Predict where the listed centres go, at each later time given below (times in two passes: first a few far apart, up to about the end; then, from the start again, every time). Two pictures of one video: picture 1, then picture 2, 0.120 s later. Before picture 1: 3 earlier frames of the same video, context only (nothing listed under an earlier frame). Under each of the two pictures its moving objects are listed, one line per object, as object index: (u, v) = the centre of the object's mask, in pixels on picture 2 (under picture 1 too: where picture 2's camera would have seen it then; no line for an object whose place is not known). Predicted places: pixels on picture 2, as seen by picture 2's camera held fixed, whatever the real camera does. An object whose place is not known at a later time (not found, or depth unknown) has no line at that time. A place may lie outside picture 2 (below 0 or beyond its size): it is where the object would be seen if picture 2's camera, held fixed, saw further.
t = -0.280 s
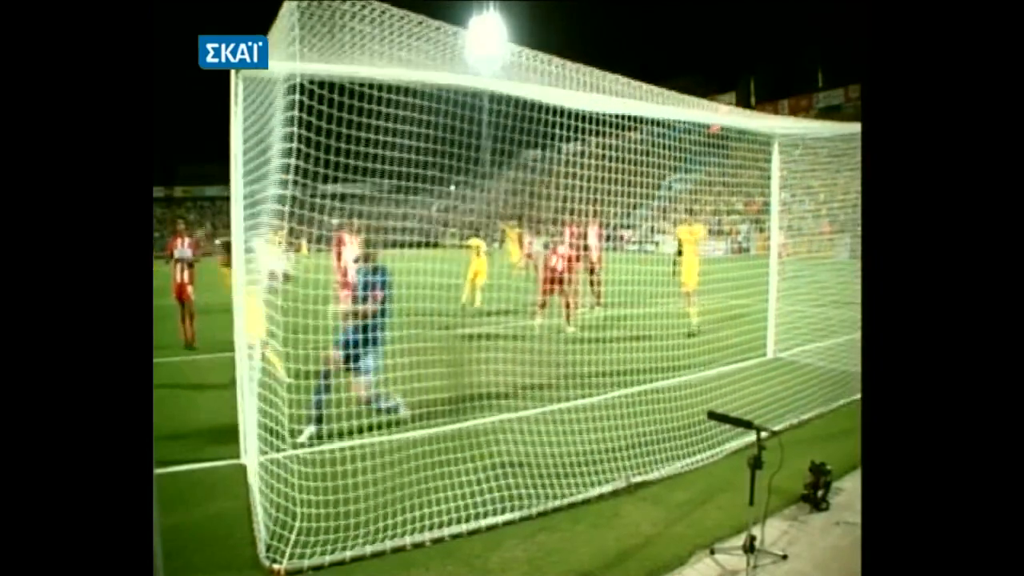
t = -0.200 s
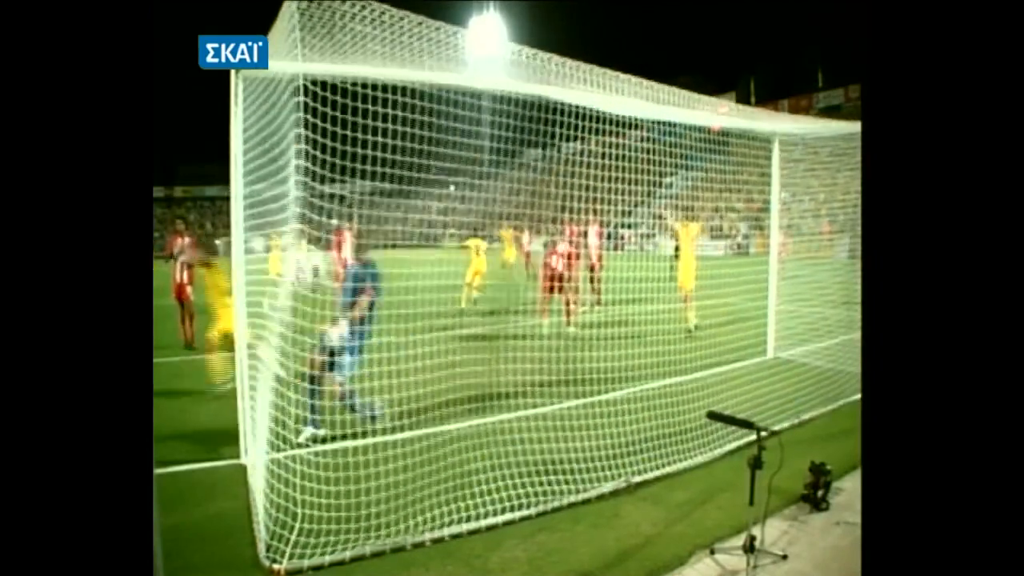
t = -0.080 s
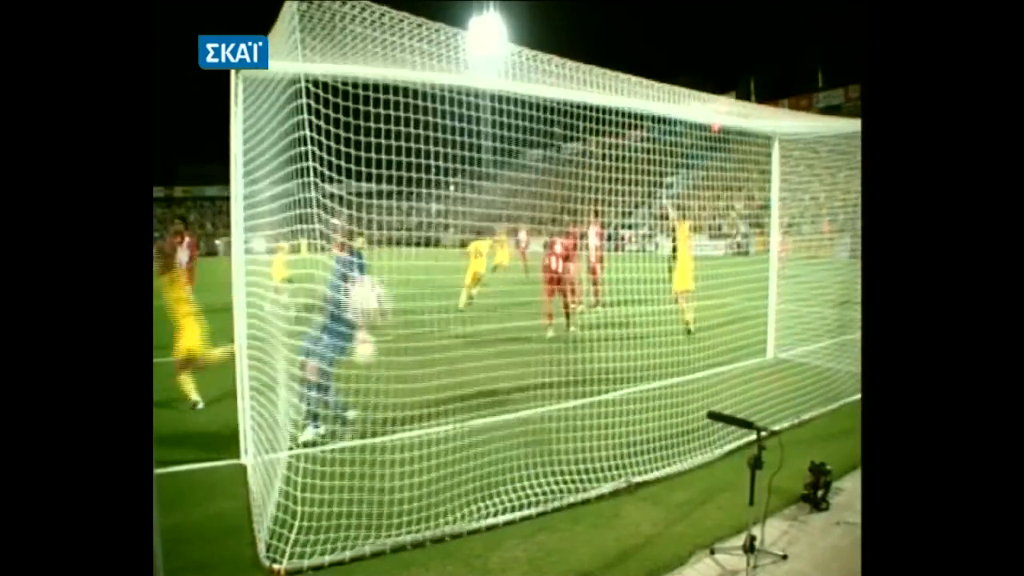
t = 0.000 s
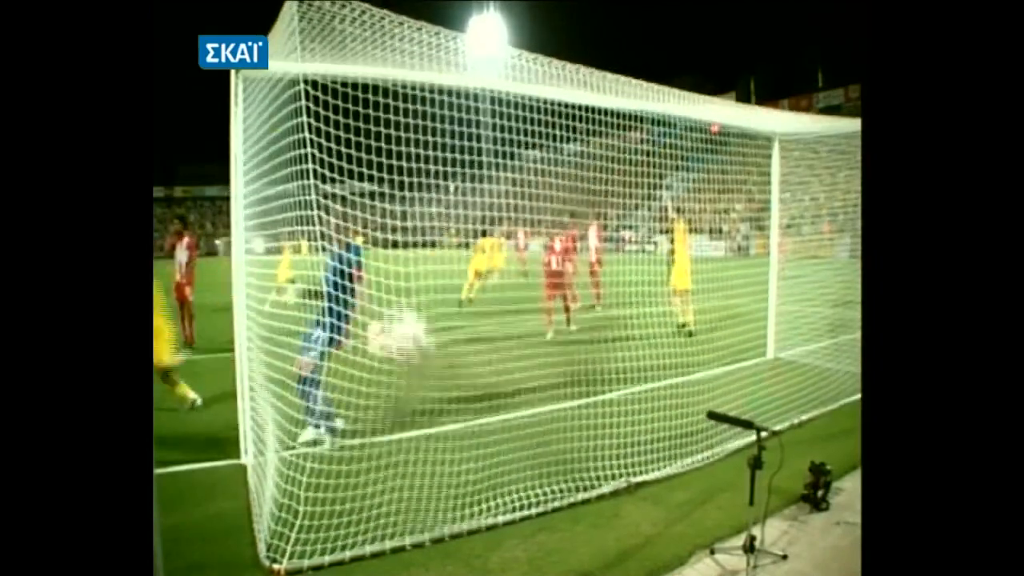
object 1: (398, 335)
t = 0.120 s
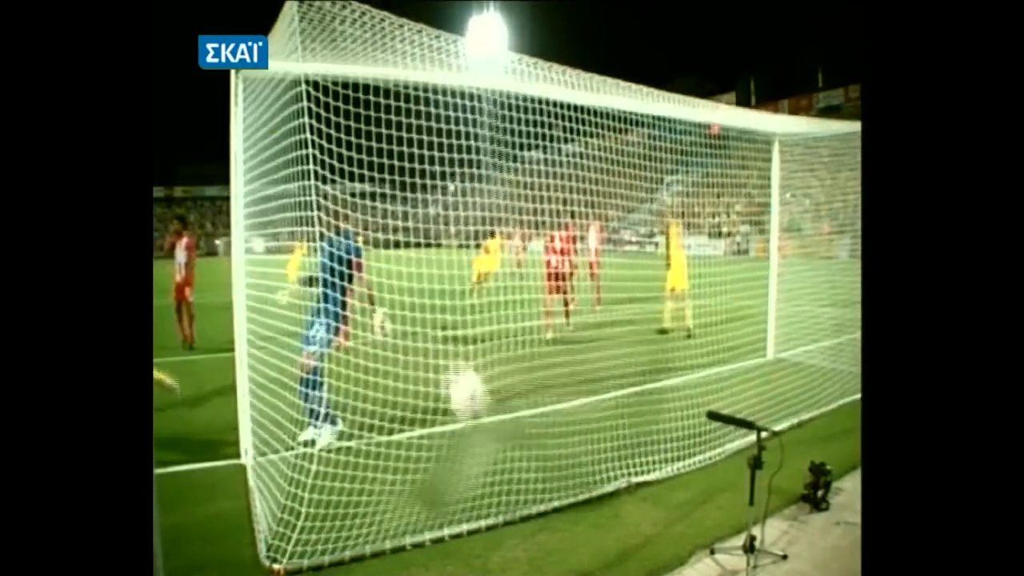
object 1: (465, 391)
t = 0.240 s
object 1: (514, 462)
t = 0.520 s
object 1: (547, 461)
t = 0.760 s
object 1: (553, 481)
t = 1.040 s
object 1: (552, 463)
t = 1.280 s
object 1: (550, 452)
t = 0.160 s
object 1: (482, 414)
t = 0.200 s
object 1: (498, 437)
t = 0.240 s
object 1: (514, 462)
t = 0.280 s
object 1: (527, 485)
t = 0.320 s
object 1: (538, 506)
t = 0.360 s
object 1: (540, 498)
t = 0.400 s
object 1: (542, 484)
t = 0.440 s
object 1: (543, 473)
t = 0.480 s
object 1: (545, 465)
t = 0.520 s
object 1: (547, 461)
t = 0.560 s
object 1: (547, 459)
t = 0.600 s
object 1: (547, 460)
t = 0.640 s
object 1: (550, 465)
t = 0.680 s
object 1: (551, 471)
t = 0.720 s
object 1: (552, 480)
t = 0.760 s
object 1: (553, 481)
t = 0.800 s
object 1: (554, 477)
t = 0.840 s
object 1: (553, 473)
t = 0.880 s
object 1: (553, 472)
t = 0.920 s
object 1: (553, 468)
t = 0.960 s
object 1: (552, 466)
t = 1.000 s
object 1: (552, 465)
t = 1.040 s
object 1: (552, 463)
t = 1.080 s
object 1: (552, 460)
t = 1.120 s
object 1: (552, 459)
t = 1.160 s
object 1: (551, 457)
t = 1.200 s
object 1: (551, 455)
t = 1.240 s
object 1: (551, 453)
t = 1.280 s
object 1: (550, 452)
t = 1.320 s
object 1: (551, 450)
